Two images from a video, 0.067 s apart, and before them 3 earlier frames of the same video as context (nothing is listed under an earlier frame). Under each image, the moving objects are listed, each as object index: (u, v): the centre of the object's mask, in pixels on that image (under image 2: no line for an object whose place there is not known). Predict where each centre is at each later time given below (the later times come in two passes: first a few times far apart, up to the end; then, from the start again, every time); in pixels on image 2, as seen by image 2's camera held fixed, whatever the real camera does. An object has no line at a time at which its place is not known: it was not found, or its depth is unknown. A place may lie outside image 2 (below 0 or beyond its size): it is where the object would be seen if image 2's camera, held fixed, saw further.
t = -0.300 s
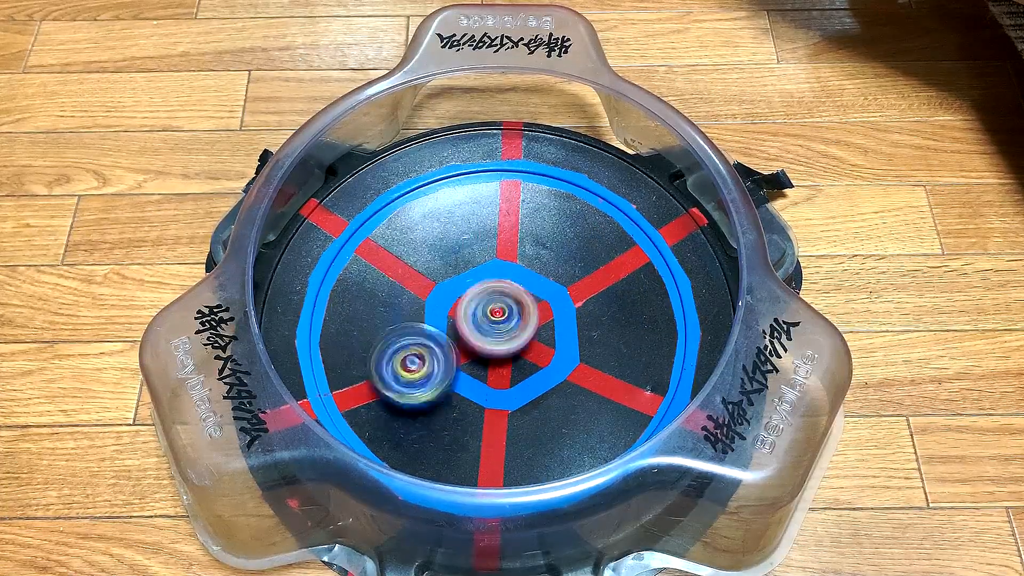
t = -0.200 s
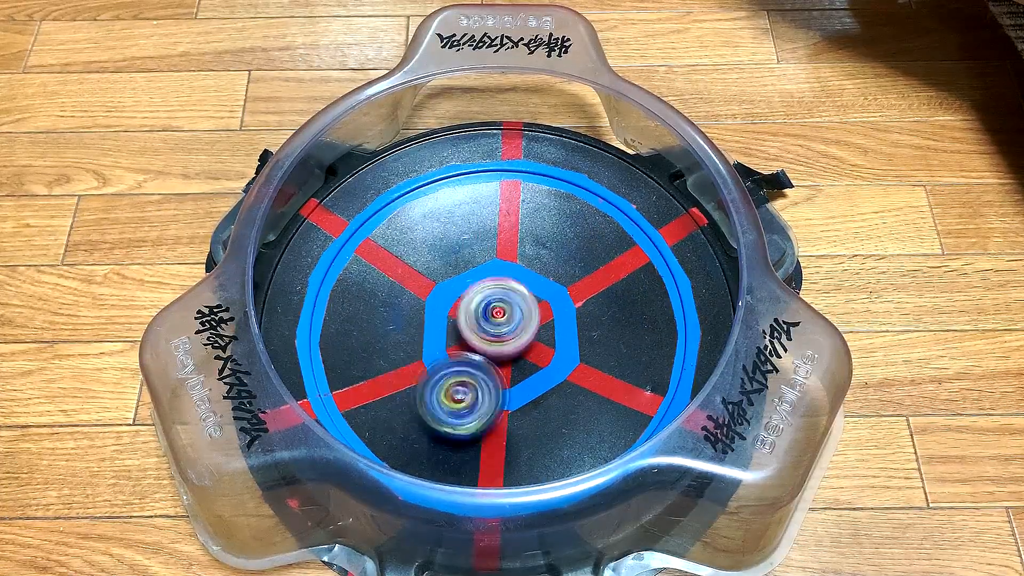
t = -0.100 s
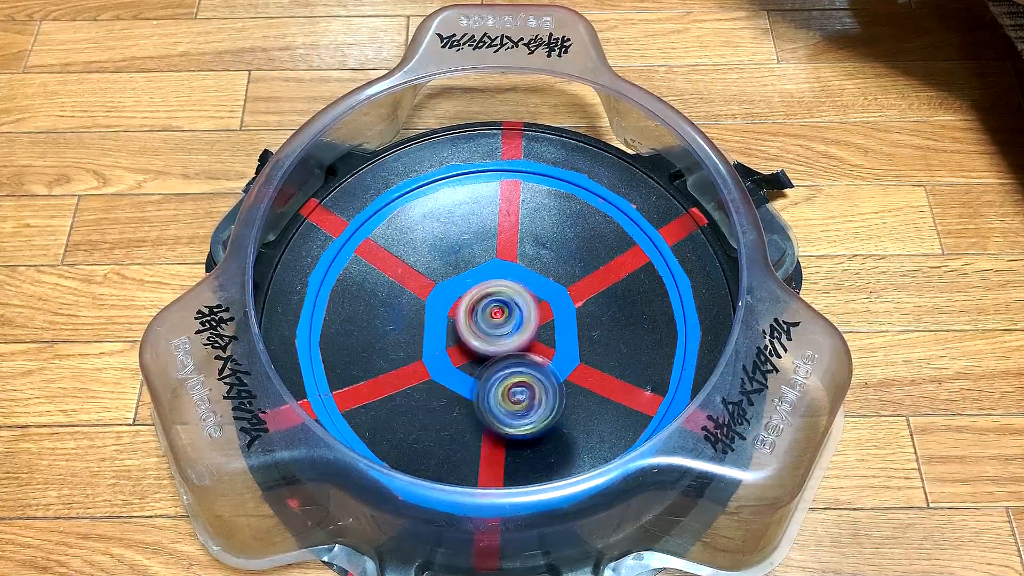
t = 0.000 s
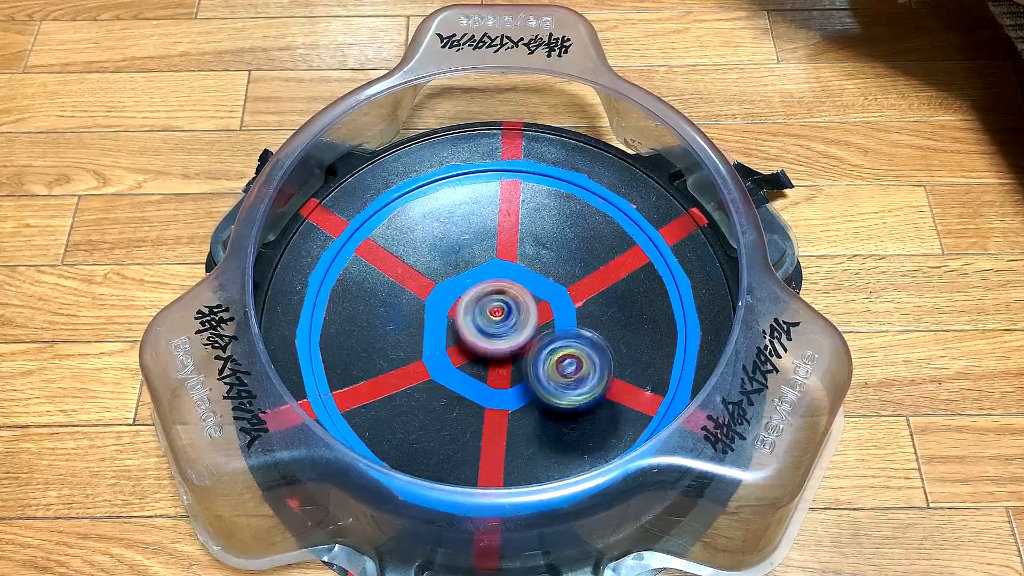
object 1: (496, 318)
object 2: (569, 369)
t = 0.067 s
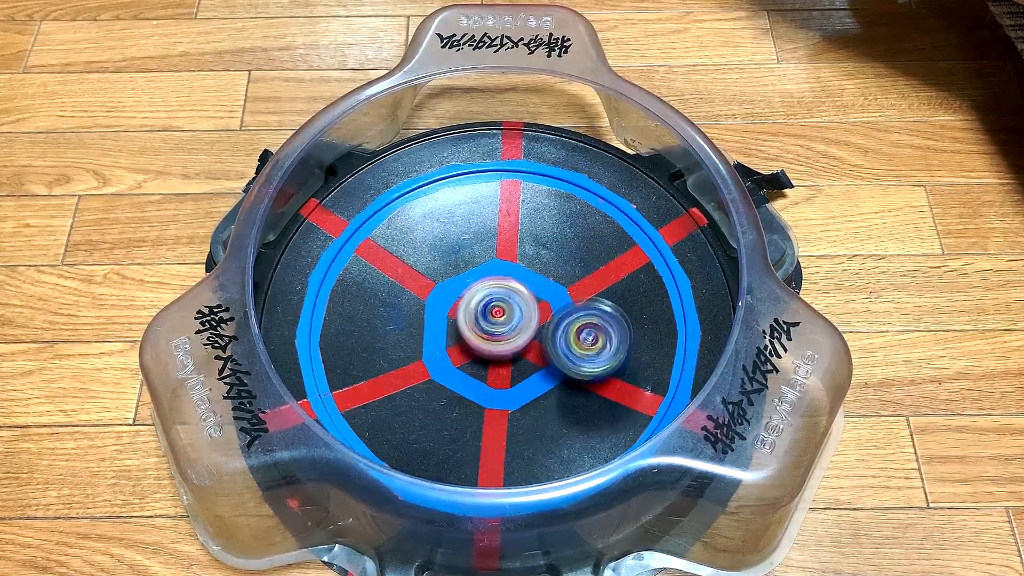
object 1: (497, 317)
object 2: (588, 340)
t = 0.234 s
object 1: (495, 318)
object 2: (580, 265)
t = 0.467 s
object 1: (496, 319)
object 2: (474, 232)
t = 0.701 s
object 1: (496, 319)
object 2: (404, 315)
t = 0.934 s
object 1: (518, 316)
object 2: (451, 404)
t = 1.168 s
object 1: (518, 302)
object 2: (571, 385)
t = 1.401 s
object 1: (498, 250)
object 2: (630, 343)
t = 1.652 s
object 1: (427, 250)
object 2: (595, 327)
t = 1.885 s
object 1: (383, 240)
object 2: (607, 368)
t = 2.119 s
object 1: (444, 307)
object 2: (563, 378)
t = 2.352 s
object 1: (474, 316)
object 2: (516, 403)
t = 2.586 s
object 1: (500, 313)
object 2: (482, 396)
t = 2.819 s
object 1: (575, 238)
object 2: (422, 435)
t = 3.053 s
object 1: (573, 293)
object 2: (417, 382)
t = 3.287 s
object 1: (566, 312)
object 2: (454, 319)
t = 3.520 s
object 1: (570, 315)
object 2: (496, 288)
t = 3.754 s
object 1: (589, 354)
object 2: (463, 236)
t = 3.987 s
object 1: (571, 357)
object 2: (489, 268)
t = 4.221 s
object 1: (555, 382)
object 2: (485, 287)
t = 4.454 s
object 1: (549, 393)
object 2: (472, 270)
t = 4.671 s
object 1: (547, 389)
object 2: (471, 279)
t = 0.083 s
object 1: (497, 318)
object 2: (591, 332)
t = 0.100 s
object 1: (496, 317)
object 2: (593, 324)
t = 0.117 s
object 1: (498, 318)
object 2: (594, 316)
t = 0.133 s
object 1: (496, 319)
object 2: (594, 309)
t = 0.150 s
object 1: (497, 317)
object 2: (594, 301)
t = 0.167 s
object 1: (497, 319)
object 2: (592, 292)
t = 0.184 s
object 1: (496, 319)
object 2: (590, 285)
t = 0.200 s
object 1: (497, 318)
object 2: (588, 278)
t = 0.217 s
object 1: (496, 319)
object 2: (584, 270)
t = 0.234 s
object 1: (495, 318)
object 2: (580, 265)
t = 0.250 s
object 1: (497, 318)
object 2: (575, 258)
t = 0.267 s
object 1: (496, 319)
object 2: (569, 252)
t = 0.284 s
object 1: (495, 317)
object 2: (563, 248)
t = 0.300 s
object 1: (496, 318)
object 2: (558, 243)
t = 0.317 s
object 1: (496, 319)
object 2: (550, 238)
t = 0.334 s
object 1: (496, 316)
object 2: (543, 234)
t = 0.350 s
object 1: (496, 318)
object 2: (535, 233)
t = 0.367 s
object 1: (496, 319)
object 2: (526, 231)
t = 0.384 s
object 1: (496, 317)
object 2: (518, 230)
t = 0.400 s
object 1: (496, 319)
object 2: (509, 228)
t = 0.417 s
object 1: (495, 319)
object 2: (501, 227)
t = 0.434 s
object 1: (497, 318)
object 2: (491, 229)
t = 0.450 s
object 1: (496, 319)
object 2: (483, 231)
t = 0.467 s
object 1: (496, 319)
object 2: (474, 232)
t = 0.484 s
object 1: (497, 318)
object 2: (467, 234)
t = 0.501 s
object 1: (496, 319)
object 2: (458, 239)
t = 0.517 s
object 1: (496, 318)
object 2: (450, 240)
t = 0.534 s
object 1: (498, 318)
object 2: (443, 245)
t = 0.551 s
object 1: (497, 319)
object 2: (436, 249)
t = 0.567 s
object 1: (496, 318)
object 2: (431, 253)
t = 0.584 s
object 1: (498, 318)
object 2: (424, 261)
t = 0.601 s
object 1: (497, 319)
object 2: (419, 268)
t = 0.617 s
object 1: (496, 318)
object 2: (415, 274)
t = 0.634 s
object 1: (497, 319)
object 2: (411, 282)
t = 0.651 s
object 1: (497, 319)
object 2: (408, 290)
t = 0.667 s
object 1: (496, 318)
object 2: (406, 298)
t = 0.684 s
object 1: (497, 318)
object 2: (404, 306)
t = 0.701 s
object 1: (496, 319)
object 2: (404, 315)
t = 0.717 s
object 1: (495, 317)
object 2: (405, 321)
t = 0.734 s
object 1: (497, 318)
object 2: (406, 330)
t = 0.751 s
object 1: (496, 318)
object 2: (409, 338)
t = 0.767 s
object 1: (496, 317)
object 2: (410, 344)
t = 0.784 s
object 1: (501, 317)
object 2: (410, 352)
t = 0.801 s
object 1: (503, 319)
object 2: (412, 359)
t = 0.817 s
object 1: (504, 318)
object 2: (413, 366)
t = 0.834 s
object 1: (509, 317)
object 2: (416, 373)
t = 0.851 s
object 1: (511, 318)
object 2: (420, 378)
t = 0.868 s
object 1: (511, 318)
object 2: (425, 385)
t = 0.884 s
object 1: (514, 317)
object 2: (431, 391)
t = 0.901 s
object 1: (516, 317)
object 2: (436, 394)
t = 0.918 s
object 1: (516, 318)
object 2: (443, 399)
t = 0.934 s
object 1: (518, 316)
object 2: (451, 404)
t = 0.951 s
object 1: (519, 317)
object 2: (458, 406)
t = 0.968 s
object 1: (519, 317)
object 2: (466, 409)
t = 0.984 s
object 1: (519, 314)
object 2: (474, 410)
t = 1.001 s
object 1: (521, 316)
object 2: (483, 411)
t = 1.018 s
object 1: (521, 316)
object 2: (492, 411)
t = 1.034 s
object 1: (520, 314)
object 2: (502, 411)
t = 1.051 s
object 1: (522, 315)
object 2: (510, 409)
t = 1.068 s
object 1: (522, 315)
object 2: (520, 407)
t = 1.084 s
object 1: (522, 314)
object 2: (536, 400)
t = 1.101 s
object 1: (522, 315)
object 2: (545, 395)
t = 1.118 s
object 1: (520, 314)
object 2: (551, 388)
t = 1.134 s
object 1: (520, 313)
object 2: (558, 383)
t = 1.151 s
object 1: (520, 309)
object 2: (563, 381)
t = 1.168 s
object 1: (518, 302)
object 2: (571, 385)
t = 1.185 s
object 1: (515, 290)
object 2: (580, 388)
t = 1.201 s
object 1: (515, 283)
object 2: (584, 389)
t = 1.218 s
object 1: (513, 276)
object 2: (591, 389)
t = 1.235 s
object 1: (510, 271)
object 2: (596, 388)
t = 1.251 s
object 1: (509, 263)
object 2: (602, 388)
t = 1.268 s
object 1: (509, 261)
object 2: (607, 385)
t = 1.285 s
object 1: (507, 257)
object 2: (612, 382)
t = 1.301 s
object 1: (504, 255)
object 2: (616, 377)
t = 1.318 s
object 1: (505, 251)
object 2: (620, 373)
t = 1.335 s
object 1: (503, 251)
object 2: (625, 368)
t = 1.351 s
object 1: (501, 250)
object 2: (627, 363)
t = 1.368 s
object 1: (499, 248)
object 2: (630, 356)
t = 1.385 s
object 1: (500, 250)
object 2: (630, 350)
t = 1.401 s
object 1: (498, 250)
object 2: (630, 343)
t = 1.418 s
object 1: (496, 253)
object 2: (629, 337)
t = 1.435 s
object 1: (496, 253)
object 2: (625, 331)
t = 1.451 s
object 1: (495, 257)
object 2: (621, 324)
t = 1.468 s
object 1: (494, 259)
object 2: (617, 319)
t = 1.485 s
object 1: (492, 263)
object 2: (610, 312)
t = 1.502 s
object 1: (493, 265)
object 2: (603, 306)
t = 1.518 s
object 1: (492, 269)
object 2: (597, 302)
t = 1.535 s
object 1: (490, 273)
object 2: (587, 297)
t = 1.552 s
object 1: (489, 276)
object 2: (579, 295)
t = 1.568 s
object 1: (489, 279)
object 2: (572, 292)
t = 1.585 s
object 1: (476, 275)
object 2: (573, 298)
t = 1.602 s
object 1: (462, 267)
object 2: (581, 307)
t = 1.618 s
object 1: (449, 261)
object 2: (587, 314)
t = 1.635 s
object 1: (438, 256)
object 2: (589, 321)
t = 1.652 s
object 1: (427, 250)
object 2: (595, 327)
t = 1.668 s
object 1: (418, 243)
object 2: (596, 331)
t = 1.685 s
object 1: (407, 239)
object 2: (598, 336)
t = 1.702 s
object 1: (398, 235)
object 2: (600, 340)
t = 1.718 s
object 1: (393, 229)
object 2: (600, 344)
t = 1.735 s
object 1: (389, 229)
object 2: (603, 348)
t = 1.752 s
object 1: (384, 229)
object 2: (603, 351)
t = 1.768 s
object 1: (379, 228)
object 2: (605, 353)
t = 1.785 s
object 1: (377, 226)
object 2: (605, 357)
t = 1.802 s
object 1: (377, 226)
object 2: (607, 358)
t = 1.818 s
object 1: (378, 230)
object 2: (607, 361)
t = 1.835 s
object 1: (378, 232)
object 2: (607, 362)
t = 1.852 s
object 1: (381, 236)
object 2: (608, 365)
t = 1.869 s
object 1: (380, 238)
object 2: (607, 367)
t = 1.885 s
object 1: (383, 240)
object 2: (607, 368)
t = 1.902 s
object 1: (387, 244)
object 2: (606, 370)
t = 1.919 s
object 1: (390, 249)
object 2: (606, 371)
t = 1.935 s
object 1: (392, 254)
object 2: (604, 373)
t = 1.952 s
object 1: (395, 258)
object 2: (603, 373)
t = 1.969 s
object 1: (399, 262)
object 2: (601, 375)
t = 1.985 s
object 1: (404, 266)
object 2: (598, 375)
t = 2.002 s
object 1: (409, 272)
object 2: (596, 376)
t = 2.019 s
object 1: (414, 278)
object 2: (592, 377)
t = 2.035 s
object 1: (418, 284)
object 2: (588, 377)
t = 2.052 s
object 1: (422, 287)
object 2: (583, 378)
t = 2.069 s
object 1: (427, 290)
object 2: (579, 377)
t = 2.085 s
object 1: (435, 296)
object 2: (574, 378)
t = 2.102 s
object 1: (440, 302)
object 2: (568, 378)
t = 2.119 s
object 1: (444, 307)
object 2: (563, 378)
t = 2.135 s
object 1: (449, 312)
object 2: (556, 378)
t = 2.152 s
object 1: (452, 314)
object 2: (551, 377)
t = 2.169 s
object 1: (460, 315)
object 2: (544, 378)
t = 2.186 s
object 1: (465, 320)
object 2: (539, 377)
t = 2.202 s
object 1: (469, 325)
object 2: (532, 376)
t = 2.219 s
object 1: (472, 326)
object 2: (529, 379)
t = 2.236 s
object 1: (473, 324)
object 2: (528, 383)
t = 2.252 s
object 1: (472, 320)
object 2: (525, 386)
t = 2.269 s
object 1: (474, 319)
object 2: (524, 389)
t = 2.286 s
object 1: (475, 318)
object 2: (523, 393)
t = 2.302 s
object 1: (475, 318)
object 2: (521, 396)
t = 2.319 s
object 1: (476, 317)
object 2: (520, 398)
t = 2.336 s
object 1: (475, 317)
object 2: (517, 401)
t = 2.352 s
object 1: (474, 316)
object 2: (516, 403)
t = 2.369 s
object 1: (477, 314)
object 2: (514, 405)
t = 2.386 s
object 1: (482, 313)
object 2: (513, 405)
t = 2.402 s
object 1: (483, 314)
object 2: (512, 406)
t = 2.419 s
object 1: (484, 314)
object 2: (510, 406)
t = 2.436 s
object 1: (484, 315)
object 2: (509, 406)
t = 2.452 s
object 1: (484, 315)
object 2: (508, 405)
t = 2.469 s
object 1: (485, 313)
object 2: (507, 403)
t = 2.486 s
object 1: (491, 314)
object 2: (505, 402)
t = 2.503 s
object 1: (493, 317)
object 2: (503, 400)
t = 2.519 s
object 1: (494, 319)
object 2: (502, 398)
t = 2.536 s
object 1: (493, 319)
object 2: (499, 396)
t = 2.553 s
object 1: (491, 318)
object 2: (498, 392)
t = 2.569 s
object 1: (492, 317)
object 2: (493, 391)
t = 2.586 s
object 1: (500, 313)
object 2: (482, 396)
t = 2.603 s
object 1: (508, 302)
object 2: (473, 406)
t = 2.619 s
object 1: (517, 294)
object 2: (463, 412)
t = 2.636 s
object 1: (526, 284)
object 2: (456, 418)
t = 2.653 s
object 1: (534, 275)
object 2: (449, 423)
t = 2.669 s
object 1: (542, 267)
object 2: (443, 427)
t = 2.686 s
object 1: (549, 261)
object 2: (438, 430)
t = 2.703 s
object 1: (555, 255)
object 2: (436, 433)
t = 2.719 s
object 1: (559, 251)
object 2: (432, 435)
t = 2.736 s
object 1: (563, 246)
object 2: (429, 436)
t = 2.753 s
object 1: (567, 242)
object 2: (428, 436)
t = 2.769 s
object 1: (570, 239)
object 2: (426, 437)
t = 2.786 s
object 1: (571, 237)
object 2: (423, 436)
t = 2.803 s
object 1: (573, 237)
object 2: (423, 436)
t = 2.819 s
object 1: (575, 238)
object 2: (422, 435)
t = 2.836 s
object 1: (577, 240)
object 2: (419, 434)
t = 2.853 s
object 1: (578, 243)
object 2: (419, 432)
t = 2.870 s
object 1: (579, 247)
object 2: (419, 430)
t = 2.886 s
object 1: (580, 251)
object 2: (417, 427)
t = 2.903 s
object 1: (580, 255)
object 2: (417, 425)
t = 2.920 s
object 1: (580, 259)
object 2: (417, 420)
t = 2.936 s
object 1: (579, 263)
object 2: (415, 416)
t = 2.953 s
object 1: (579, 268)
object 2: (415, 412)
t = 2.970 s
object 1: (577, 272)
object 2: (415, 408)
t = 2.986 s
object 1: (576, 277)
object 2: (414, 402)
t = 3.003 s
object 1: (575, 282)
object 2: (415, 399)
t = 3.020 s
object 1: (574, 286)
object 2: (415, 393)
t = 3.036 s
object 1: (574, 290)
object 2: (415, 387)
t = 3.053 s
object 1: (573, 293)
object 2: (417, 382)
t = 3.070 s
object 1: (573, 296)
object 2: (418, 377)
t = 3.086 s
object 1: (572, 298)
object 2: (419, 370)
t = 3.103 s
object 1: (572, 300)
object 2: (421, 365)
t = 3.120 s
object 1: (571, 301)
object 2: (423, 361)
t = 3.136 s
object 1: (570, 303)
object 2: (425, 355)
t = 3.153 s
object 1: (570, 305)
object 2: (428, 349)
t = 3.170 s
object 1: (569, 306)
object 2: (430, 346)
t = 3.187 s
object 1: (568, 307)
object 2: (433, 341)
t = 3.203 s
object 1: (568, 309)
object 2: (436, 336)
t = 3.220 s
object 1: (567, 310)
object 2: (440, 333)
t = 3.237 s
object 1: (567, 311)
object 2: (442, 330)
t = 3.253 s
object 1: (566, 311)
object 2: (447, 325)
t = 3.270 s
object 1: (566, 312)
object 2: (450, 322)
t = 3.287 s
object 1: (566, 312)
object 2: (454, 319)
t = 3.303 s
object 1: (566, 312)
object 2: (458, 315)
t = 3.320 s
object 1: (566, 312)
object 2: (462, 313)
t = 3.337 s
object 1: (566, 312)
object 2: (465, 311)
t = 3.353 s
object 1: (566, 312)
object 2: (469, 308)
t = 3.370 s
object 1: (566, 311)
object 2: (473, 307)
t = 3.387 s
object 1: (566, 311)
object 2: (476, 306)
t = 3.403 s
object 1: (566, 311)
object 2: (480, 304)
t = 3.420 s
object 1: (567, 312)
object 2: (482, 302)
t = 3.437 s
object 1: (569, 312)
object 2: (483, 299)
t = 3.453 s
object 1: (569, 313)
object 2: (486, 297)
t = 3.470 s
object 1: (569, 313)
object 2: (489, 296)
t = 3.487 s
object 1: (569, 312)
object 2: (491, 295)
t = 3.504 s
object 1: (570, 313)
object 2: (493, 292)
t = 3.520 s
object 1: (570, 315)
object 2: (496, 288)
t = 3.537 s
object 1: (575, 321)
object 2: (490, 283)
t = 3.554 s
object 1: (581, 328)
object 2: (486, 272)
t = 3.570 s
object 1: (587, 333)
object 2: (480, 267)
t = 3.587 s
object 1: (591, 338)
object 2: (472, 259)
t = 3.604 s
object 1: (594, 342)
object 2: (471, 252)
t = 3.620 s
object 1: (597, 346)
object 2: (466, 249)
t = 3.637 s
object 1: (598, 348)
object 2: (462, 244)
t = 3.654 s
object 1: (598, 350)
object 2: (462, 242)
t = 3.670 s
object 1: (598, 352)
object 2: (460, 240)
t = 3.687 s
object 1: (597, 353)
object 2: (460, 238)
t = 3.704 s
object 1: (595, 354)
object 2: (460, 237)
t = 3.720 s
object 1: (593, 354)
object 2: (462, 236)
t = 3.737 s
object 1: (591, 354)
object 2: (463, 235)
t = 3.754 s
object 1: (589, 354)
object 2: (463, 236)
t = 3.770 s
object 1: (587, 354)
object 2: (464, 235)
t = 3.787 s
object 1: (585, 354)
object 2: (467, 237)
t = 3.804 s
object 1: (583, 354)
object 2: (468, 238)
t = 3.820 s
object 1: (582, 354)
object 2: (468, 240)
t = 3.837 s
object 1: (580, 354)
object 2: (470, 240)
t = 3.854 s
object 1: (579, 354)
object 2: (473, 243)
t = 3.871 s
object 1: (577, 354)
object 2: (476, 246)
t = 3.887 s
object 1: (576, 354)
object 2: (477, 249)
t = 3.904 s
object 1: (575, 354)
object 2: (480, 252)
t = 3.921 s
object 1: (574, 354)
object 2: (482, 255)
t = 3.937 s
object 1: (573, 354)
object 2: (484, 259)
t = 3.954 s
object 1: (572, 355)
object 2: (486, 262)
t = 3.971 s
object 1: (571, 356)
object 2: (487, 264)
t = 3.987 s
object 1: (571, 357)
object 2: (489, 268)
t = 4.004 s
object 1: (570, 358)
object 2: (490, 271)
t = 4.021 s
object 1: (569, 359)
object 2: (491, 274)
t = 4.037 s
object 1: (568, 361)
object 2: (492, 278)
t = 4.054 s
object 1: (566, 363)
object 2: (493, 281)
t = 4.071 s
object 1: (564, 363)
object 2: (494, 284)
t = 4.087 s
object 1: (561, 364)
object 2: (494, 287)
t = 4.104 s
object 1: (559, 365)
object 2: (494, 290)
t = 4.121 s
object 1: (555, 366)
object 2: (495, 293)
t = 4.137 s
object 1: (553, 367)
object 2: (494, 296)
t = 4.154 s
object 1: (550, 367)
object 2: (494, 298)
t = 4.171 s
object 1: (548, 366)
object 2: (494, 300)
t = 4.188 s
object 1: (550, 371)
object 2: (495, 301)
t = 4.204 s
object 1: (552, 376)
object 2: (490, 293)
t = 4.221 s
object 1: (555, 382)
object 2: (485, 287)
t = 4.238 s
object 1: (556, 386)
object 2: (480, 282)
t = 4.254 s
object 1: (557, 389)
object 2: (477, 278)
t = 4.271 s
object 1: (557, 390)
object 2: (475, 274)
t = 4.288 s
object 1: (556, 391)
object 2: (474, 273)
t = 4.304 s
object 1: (555, 391)
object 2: (472, 269)
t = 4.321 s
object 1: (555, 391)
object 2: (471, 269)
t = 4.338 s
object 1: (554, 392)
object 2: (472, 268)
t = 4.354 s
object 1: (553, 393)
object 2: (472, 267)
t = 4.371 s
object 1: (551, 394)
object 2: (472, 267)
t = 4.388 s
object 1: (550, 394)
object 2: (472, 268)
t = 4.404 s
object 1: (549, 394)
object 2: (472, 268)
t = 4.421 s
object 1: (549, 394)
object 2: (473, 268)
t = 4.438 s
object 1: (549, 393)
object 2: (473, 268)
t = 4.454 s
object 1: (549, 393)
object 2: (472, 270)
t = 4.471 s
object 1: (549, 392)
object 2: (471, 270)
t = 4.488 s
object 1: (549, 392)
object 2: (471, 270)
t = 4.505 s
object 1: (550, 391)
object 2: (470, 270)
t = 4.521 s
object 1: (549, 391)
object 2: (469, 271)
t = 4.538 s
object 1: (549, 391)
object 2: (469, 272)
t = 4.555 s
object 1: (549, 391)
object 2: (470, 272)
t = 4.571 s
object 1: (548, 391)
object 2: (469, 272)
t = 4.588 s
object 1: (548, 390)
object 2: (470, 273)
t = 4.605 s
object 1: (548, 390)
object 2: (470, 274)
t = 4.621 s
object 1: (548, 390)
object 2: (470, 276)
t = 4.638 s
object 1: (548, 390)
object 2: (470, 277)
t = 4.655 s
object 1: (547, 389)
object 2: (470, 279)
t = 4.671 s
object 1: (547, 389)
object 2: (471, 279)
